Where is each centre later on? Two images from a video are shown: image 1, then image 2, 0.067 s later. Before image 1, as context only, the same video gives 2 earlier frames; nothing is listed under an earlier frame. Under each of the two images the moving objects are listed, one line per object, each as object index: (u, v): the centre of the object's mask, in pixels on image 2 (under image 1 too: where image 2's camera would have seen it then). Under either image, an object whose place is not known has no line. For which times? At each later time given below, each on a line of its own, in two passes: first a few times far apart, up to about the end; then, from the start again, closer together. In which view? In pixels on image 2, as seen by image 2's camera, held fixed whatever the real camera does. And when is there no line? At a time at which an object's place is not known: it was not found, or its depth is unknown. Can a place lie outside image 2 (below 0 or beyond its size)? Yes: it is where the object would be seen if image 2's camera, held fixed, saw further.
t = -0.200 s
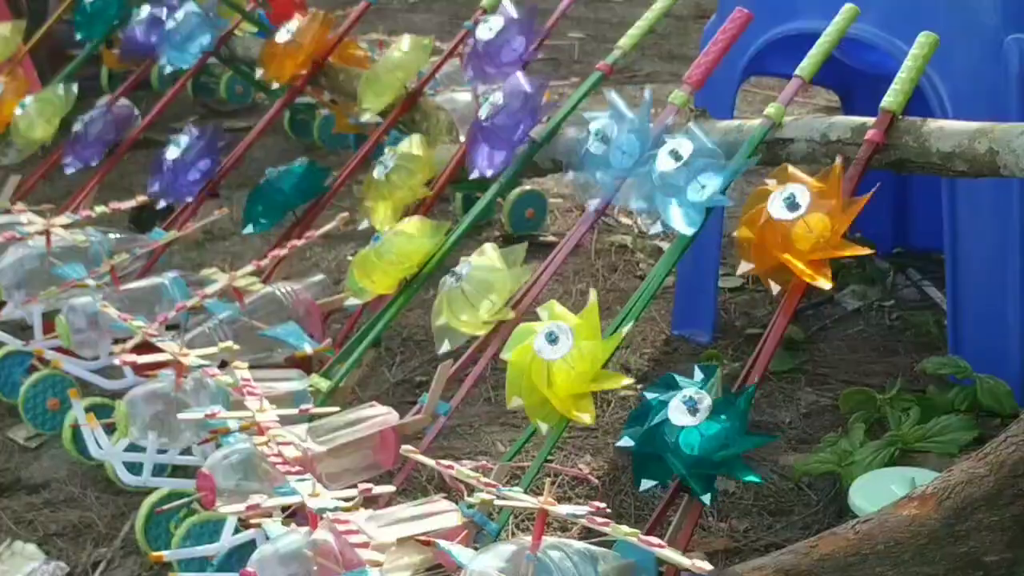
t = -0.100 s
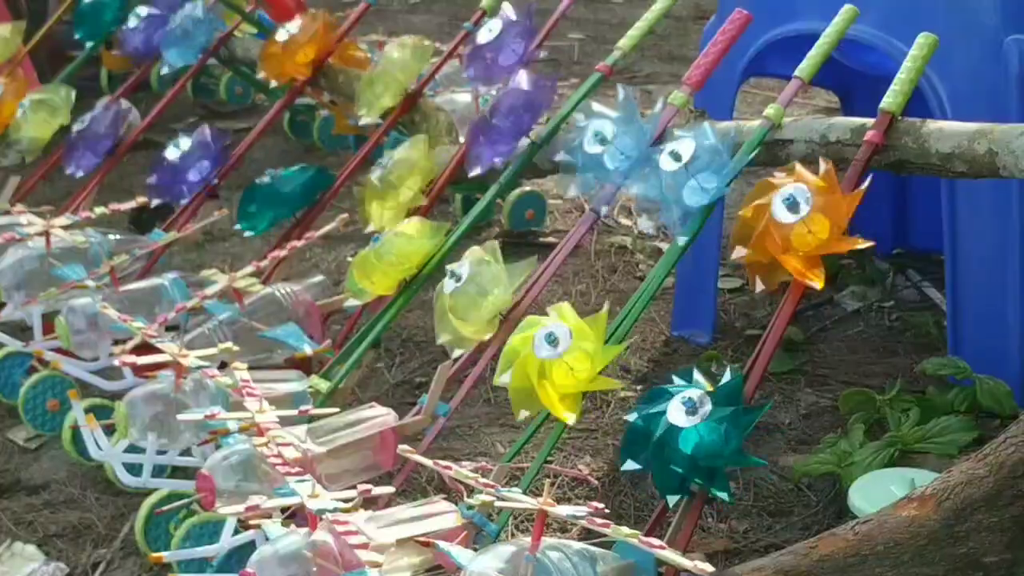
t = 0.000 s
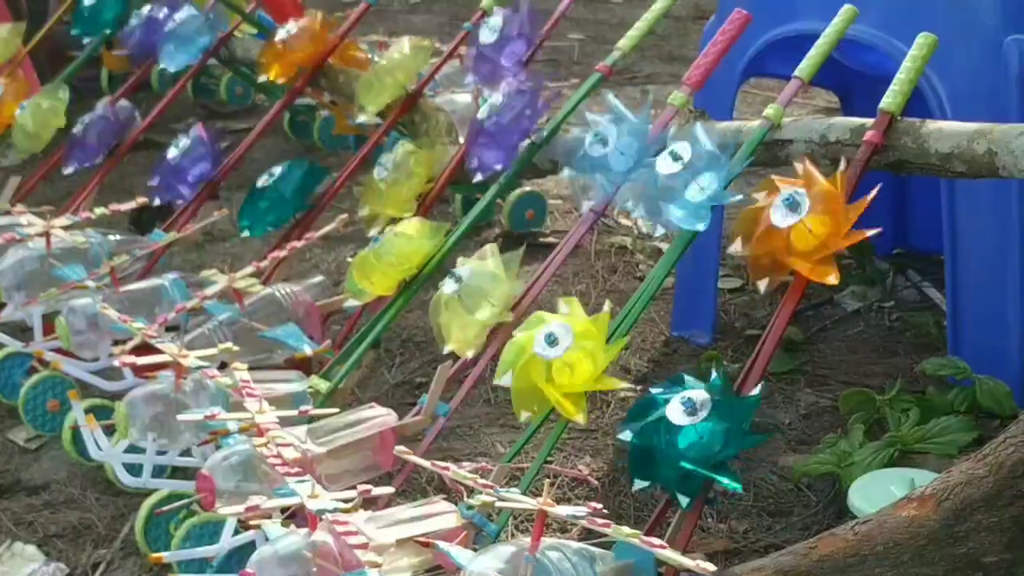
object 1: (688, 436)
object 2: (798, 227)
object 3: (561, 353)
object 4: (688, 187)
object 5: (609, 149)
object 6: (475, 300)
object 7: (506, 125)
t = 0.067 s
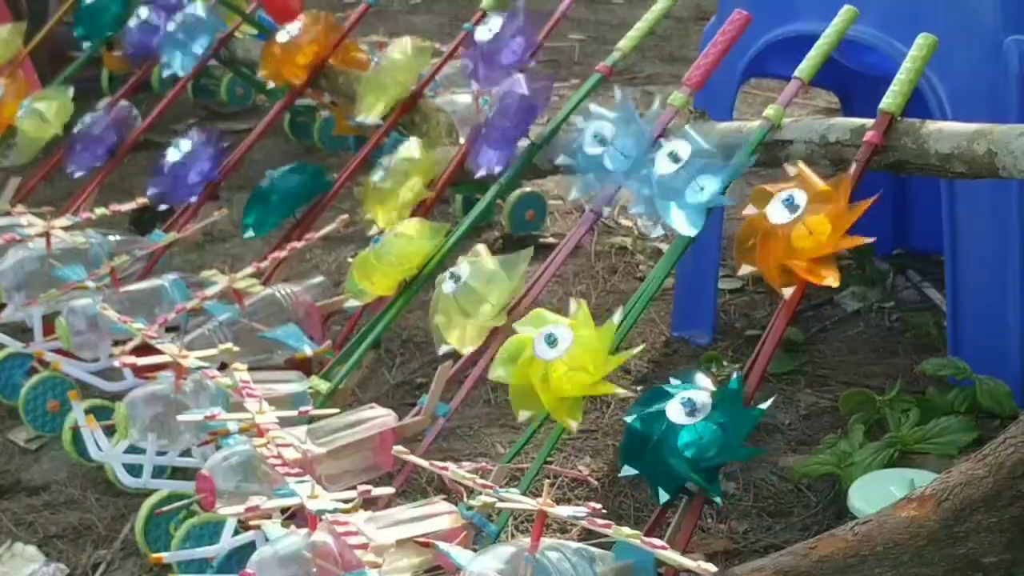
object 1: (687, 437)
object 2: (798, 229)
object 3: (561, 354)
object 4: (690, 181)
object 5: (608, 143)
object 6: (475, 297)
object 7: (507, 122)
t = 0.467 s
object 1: (692, 434)
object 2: (798, 227)
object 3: (562, 357)
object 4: (689, 178)
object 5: (603, 148)
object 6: (473, 297)
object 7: (508, 124)
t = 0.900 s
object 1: (690, 437)
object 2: (795, 227)
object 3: (563, 357)
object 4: (691, 179)
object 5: (604, 145)
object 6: (477, 296)
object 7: (507, 124)
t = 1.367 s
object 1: (691, 433)
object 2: (800, 227)
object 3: (561, 357)
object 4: (689, 178)
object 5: (606, 144)
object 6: (478, 295)
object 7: (509, 121)
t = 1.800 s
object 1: (692, 433)
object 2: (798, 225)
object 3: (561, 361)
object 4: (682, 187)
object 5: (608, 144)
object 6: (476, 298)
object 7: (510, 122)
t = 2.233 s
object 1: (691, 437)
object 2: (799, 229)
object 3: (562, 356)
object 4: (687, 182)
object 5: (607, 143)
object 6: (476, 298)
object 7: (509, 122)
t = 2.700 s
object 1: (691, 436)
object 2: (795, 227)
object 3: (558, 355)
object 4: (687, 180)
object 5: (604, 147)
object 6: (478, 297)
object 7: (507, 121)
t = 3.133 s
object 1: (692, 433)
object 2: (795, 226)
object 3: (556, 354)
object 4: (682, 185)
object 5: (605, 144)
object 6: (477, 295)
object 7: (510, 121)
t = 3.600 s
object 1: (688, 434)
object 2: (799, 228)
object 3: (562, 355)
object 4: (688, 180)
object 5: (607, 141)
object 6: (475, 296)
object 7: (510, 121)
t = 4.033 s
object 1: (691, 435)
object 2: (798, 229)
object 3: (562, 354)
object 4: (692, 179)
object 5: (604, 146)
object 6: (476, 297)
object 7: (509, 123)
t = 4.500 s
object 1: (691, 435)
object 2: (794, 227)
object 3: (561, 357)
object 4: (690, 183)
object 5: (606, 145)
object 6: (475, 298)
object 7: (509, 122)
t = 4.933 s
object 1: (689, 434)
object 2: (798, 225)
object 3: (559, 353)
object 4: (685, 180)
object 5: (605, 147)
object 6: (477, 297)
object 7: (511, 123)
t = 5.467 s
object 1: (690, 433)
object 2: (798, 228)
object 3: (560, 354)
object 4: (685, 184)
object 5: (602, 150)
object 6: (477, 298)
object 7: (513, 119)
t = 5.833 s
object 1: (690, 434)
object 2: (794, 226)
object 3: (562, 355)
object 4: (683, 184)
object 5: (611, 144)
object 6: (478, 298)
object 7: (511, 123)
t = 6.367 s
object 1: (690, 434)
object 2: (797, 230)
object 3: (563, 357)
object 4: (690, 181)
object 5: (609, 151)
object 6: (479, 295)
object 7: (512, 122)
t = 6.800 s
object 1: (690, 433)
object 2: (799, 225)
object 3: (562, 363)
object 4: (692, 180)
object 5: (608, 146)
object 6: (481, 296)
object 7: (516, 119)
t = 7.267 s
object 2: (800, 229)
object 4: (685, 182)
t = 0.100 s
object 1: (687, 436)
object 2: (797, 230)
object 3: (559, 355)
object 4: (689, 182)
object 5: (608, 144)
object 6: (475, 295)
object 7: (509, 119)
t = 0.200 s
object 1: (686, 435)
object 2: (796, 224)
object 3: (559, 357)
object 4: (691, 174)
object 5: (609, 147)
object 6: (475, 300)
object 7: (507, 123)
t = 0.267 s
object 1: (688, 433)
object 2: (799, 228)
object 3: (556, 356)
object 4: (691, 184)
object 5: (610, 142)
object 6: (473, 297)
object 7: (505, 124)
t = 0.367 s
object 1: (690, 433)
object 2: (795, 228)
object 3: (560, 354)
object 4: (687, 182)
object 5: (606, 143)
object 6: (476, 299)
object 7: (508, 121)
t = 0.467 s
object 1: (692, 434)
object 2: (798, 227)
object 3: (562, 357)
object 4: (689, 178)
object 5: (603, 148)
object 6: (473, 297)
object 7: (508, 124)
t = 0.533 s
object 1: (692, 434)
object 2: (798, 230)
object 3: (557, 354)
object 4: (688, 185)
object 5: (606, 143)
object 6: (478, 295)
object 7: (508, 121)
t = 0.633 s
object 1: (691, 436)
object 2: (795, 226)
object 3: (562, 354)
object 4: (688, 178)
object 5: (606, 143)
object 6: (476, 297)
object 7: (509, 121)
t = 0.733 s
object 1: (691, 437)
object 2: (799, 227)
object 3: (556, 362)
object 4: (691, 182)
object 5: (608, 146)
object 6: (477, 295)
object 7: (506, 124)
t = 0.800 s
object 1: (691, 436)
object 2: (798, 229)
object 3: (563, 352)
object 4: (688, 182)
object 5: (606, 144)
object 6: (476, 298)
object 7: (509, 122)
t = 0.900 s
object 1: (690, 437)
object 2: (795, 227)
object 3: (563, 357)
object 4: (691, 179)
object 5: (604, 145)
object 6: (477, 296)
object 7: (507, 124)
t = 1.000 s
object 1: (689, 434)
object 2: (800, 228)
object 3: (557, 354)
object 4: (688, 185)
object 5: (607, 145)
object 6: (474, 298)
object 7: (508, 124)
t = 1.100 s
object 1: (693, 436)
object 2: (795, 227)
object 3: (560, 360)
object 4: (689, 180)
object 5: (606, 144)
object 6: (475, 296)
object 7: (508, 122)
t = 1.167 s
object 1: (691, 437)
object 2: (799, 224)
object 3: (560, 363)
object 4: (690, 179)
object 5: (608, 143)
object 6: (475, 298)
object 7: (509, 120)
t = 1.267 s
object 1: (690, 438)
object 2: (798, 229)
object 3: (560, 353)
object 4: (686, 183)
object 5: (603, 146)
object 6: (475, 297)
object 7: (506, 125)
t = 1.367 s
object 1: (691, 433)
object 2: (800, 227)
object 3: (561, 357)
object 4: (689, 178)
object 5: (606, 144)
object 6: (478, 295)
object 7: (509, 121)
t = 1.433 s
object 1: (692, 437)
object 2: (797, 230)
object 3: (560, 353)
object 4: (689, 185)
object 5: (604, 145)
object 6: (475, 298)
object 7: (508, 123)
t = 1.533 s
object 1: (689, 436)
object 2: (801, 228)
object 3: (559, 357)
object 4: (684, 180)
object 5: (605, 146)
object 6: (477, 296)
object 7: (507, 124)
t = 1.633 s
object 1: (691, 437)
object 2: (797, 225)
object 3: (564, 354)
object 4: (682, 187)
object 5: (608, 139)
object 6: (476, 298)
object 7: (511, 121)
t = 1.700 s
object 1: (691, 436)
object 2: (802, 229)
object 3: (557, 357)
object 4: (688, 180)
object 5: (605, 146)
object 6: (476, 296)
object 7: (508, 125)
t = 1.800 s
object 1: (692, 433)
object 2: (798, 225)
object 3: (561, 361)
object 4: (682, 187)
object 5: (608, 144)
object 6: (476, 298)
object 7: (510, 122)
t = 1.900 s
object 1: (691, 437)
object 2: (799, 230)
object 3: (561, 355)
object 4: (695, 179)
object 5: (610, 141)
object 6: (476, 295)
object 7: (508, 123)
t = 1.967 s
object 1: (690, 437)
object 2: (797, 225)
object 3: (563, 357)
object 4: (683, 184)
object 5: (610, 147)
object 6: (479, 294)
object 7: (506, 125)
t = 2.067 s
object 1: (693, 434)
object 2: (800, 229)
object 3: (559, 353)
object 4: (697, 177)
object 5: (607, 142)
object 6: (476, 296)
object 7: (509, 120)
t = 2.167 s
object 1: (691, 437)
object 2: (798, 224)
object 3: (561, 361)
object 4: (687, 181)
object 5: (609, 143)
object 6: (476, 295)
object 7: (508, 125)
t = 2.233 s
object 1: (691, 437)
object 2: (799, 229)
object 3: (562, 356)
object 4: (687, 182)
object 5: (607, 143)
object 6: (476, 298)
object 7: (509, 122)
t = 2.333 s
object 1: (692, 433)
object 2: (797, 226)
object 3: (561, 353)
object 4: (684, 184)
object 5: (607, 143)
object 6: (476, 297)
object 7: (509, 122)
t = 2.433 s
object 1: (692, 438)
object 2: (799, 230)
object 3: (563, 352)
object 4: (692, 182)
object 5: (606, 146)
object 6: (479, 296)
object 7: (507, 123)
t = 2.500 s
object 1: (691, 435)
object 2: (796, 226)
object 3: (559, 353)
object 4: (685, 184)
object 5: (608, 142)
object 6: (475, 298)
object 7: (510, 121)
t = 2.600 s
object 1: (690, 433)
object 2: (798, 229)
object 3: (563, 354)
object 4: (687, 181)
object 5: (606, 142)
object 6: (478, 295)
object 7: (509, 123)
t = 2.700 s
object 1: (691, 436)
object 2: (795, 227)
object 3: (558, 355)
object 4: (687, 180)
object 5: (604, 147)
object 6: (478, 297)
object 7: (507, 121)
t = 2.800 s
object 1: (691, 437)
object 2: (799, 227)
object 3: (564, 353)
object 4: (689, 180)
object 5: (606, 143)
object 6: (478, 295)
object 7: (511, 120)
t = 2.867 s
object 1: (689, 434)
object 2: (798, 229)
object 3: (561, 363)
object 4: (692, 178)
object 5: (606, 144)
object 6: (477, 294)
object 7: (508, 123)
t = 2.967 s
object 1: (691, 436)
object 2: (796, 225)
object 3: (560, 352)
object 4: (689, 181)
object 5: (607, 141)
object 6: (478, 295)
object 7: (507, 123)
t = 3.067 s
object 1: (689, 435)
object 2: (798, 230)
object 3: (562, 356)
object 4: (684, 181)
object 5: (606, 147)
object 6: (477, 296)
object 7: (509, 121)
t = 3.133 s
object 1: (692, 433)
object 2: (795, 226)
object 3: (556, 354)
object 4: (682, 185)
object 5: (605, 144)
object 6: (477, 295)
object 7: (510, 121)
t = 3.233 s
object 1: (691, 435)
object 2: (798, 230)
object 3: (563, 353)
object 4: (682, 181)
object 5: (607, 145)
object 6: (477, 298)
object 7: (508, 124)
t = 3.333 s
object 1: (689, 437)
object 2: (796, 224)
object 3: (559, 354)
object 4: (685, 183)
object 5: (606, 143)
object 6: (477, 296)
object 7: (510, 122)
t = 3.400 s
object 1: (690, 433)
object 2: (799, 228)
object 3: (564, 352)
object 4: (692, 178)
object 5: (610, 142)
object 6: (478, 295)
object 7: (510, 120)
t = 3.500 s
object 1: (691, 435)
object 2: (795, 227)
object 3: (564, 356)
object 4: (687, 183)
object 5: (605, 146)
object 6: (476, 299)
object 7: (509, 123)
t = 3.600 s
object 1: (688, 434)
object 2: (799, 228)
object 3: (562, 355)
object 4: (688, 180)
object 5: (607, 141)
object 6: (475, 296)
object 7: (510, 121)
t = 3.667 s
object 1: (693, 432)
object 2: (796, 229)
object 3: (565, 355)
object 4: (692, 182)
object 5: (612, 148)
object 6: (477, 295)
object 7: (511, 120)
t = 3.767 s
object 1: (691, 435)
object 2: (800, 227)
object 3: (560, 351)
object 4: (683, 183)
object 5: (606, 145)
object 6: (476, 298)
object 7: (510, 122)
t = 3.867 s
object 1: (688, 432)
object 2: (795, 229)
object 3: (561, 356)
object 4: (690, 177)
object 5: (604, 144)
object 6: (477, 295)
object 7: (509, 121)
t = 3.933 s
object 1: (693, 433)
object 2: (796, 224)
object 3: (561, 355)
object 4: (685, 184)
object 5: (607, 139)
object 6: (477, 295)
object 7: (510, 120)
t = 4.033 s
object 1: (691, 435)
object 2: (798, 229)
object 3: (562, 354)
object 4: (692, 179)
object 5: (604, 146)
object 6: (476, 297)
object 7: (509, 123)
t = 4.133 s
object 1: (690, 432)
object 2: (794, 226)
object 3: (559, 356)
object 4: (685, 183)
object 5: (608, 141)
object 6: (478, 294)
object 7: (507, 124)
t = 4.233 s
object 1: (691, 436)
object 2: (798, 228)
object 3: (560, 354)
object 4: (687, 181)
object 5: (607, 146)
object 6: (476, 299)
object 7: (510, 120)
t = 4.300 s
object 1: (690, 435)
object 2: (796, 229)
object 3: (560, 364)
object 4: (684, 181)
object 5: (608, 143)
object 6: (477, 297)
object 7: (509, 120)
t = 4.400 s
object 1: (687, 433)
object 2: (798, 228)
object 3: (561, 354)
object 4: (682, 184)
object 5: (605, 146)
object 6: (477, 295)
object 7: (509, 123)
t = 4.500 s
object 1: (691, 435)
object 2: (794, 227)
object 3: (561, 357)
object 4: (690, 183)
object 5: (606, 145)
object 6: (475, 298)
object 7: (509, 122)
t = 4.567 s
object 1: (690, 438)
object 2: (798, 227)
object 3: (559, 352)
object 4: (683, 184)
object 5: (609, 140)
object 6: (477, 295)
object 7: (511, 120)
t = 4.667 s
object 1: (688, 434)
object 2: (795, 229)
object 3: (563, 356)
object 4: (693, 178)
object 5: (606, 143)
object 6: (476, 299)
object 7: (510, 123)
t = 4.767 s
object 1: (692, 431)
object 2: (799, 228)
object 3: (560, 356)
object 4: (690, 181)
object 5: (608, 150)
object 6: (478, 295)
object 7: (510, 122)
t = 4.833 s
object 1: (690, 434)
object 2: (795, 229)
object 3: (565, 355)
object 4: (692, 181)
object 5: (607, 142)
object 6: (481, 295)
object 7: (511, 121)
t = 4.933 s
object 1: (689, 434)
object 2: (798, 225)
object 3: (559, 353)
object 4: (685, 180)
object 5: (605, 147)
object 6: (477, 297)
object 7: (511, 123)
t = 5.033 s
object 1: (687, 434)
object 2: (796, 229)
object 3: (562, 354)
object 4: (688, 180)
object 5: (604, 148)
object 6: (477, 299)
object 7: (511, 120)
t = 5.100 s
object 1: (687, 431)
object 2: (793, 227)
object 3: (562, 356)
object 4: (685, 180)
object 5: (605, 145)
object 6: (478, 296)
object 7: (513, 122)
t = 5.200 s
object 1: (690, 431)
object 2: (798, 227)
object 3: (560, 354)
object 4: (689, 179)
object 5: (605, 148)
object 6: (481, 296)
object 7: (510, 122)
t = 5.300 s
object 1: (690, 434)
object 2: (795, 229)
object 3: (560, 354)
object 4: (687, 183)
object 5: (605, 150)
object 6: (479, 296)
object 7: (512, 121)
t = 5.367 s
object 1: (689, 434)
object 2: (793, 226)
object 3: (561, 355)
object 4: (684, 179)
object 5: (605, 147)
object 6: (479, 296)
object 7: (511, 123)
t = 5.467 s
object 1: (690, 433)
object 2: (798, 228)
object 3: (560, 354)
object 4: (685, 184)
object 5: (602, 150)
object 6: (477, 298)
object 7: (513, 119)
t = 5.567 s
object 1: (689, 433)
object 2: (795, 229)
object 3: (565, 353)
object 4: (685, 183)
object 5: (607, 146)
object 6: (480, 295)
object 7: (513, 123)
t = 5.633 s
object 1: (687, 434)
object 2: (794, 226)
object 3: (562, 357)
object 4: (689, 182)
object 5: (606, 146)
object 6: (478, 299)
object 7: (511, 121)
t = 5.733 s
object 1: (688, 431)
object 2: (798, 228)
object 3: (560, 356)
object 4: (693, 179)
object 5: (603, 150)
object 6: (477, 296)
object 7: (513, 121)
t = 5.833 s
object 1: (690, 434)
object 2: (794, 226)
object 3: (562, 355)
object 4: (683, 184)
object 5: (611, 144)
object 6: (478, 298)
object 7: (511, 123)
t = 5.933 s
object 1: (690, 434)
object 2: (800, 229)
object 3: (559, 362)
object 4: (685, 182)
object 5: (608, 147)
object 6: (477, 297)
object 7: (513, 119)
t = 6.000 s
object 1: (690, 434)
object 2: (796, 229)
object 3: (562, 352)
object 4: (687, 182)
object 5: (608, 147)
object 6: (480, 295)
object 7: (513, 121)
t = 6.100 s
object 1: (688, 435)
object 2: (798, 226)
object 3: (563, 362)
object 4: (685, 181)
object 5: (607, 143)
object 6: (478, 297)
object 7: (511, 123)
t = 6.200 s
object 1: (688, 430)
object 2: (796, 228)
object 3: (560, 352)
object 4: (684, 186)
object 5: (605, 147)
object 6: (479, 295)
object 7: (514, 120)
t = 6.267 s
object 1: (690, 430)
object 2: (796, 224)
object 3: (561, 361)
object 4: (684, 184)
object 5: (607, 144)
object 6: (478, 299)
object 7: (513, 122)
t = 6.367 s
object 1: (690, 434)
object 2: (797, 230)
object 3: (563, 357)
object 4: (690, 181)
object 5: (609, 151)
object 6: (479, 295)
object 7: (512, 122)
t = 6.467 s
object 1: (691, 432)
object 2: (798, 224)
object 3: (562, 362)
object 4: (690, 181)
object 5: (605, 149)
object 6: (478, 299)
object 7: (515, 120)
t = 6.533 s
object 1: (689, 433)
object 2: (798, 229)
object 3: (561, 365)
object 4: (685, 185)
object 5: (608, 144)
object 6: (480, 295)
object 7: (512, 125)
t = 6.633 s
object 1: (689, 431)
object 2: (796, 224)
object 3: (561, 361)
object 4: (686, 181)
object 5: (608, 143)
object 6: (479, 297)
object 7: (516, 120)
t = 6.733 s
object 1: (691, 434)
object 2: (796, 229)
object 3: (558, 363)
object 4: (687, 182)
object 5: (607, 142)
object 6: (479, 300)
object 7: (514, 121)
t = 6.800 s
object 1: (690, 433)
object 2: (799, 225)
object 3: (562, 363)
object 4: (692, 180)
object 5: (608, 146)
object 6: (481, 296)
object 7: (516, 119)
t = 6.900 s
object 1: (688, 433)
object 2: (795, 229)
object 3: (562, 361)
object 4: (686, 180)
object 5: (607, 146)
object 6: (479, 297)
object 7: (517, 118)
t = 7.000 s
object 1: (691, 434)
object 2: (799, 230)
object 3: (558, 363)
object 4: (686, 181)
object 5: (605, 146)
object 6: (479, 299)
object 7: (512, 123)
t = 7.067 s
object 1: (691, 433)
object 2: (798, 225)
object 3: (562, 362)
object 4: (689, 181)
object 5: (608, 145)
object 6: (480, 295)
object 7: (515, 120)
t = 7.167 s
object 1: (689, 430)
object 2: (796, 229)
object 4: (685, 181)
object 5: (609, 144)
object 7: (512, 124)
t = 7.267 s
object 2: (800, 229)
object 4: (685, 182)
